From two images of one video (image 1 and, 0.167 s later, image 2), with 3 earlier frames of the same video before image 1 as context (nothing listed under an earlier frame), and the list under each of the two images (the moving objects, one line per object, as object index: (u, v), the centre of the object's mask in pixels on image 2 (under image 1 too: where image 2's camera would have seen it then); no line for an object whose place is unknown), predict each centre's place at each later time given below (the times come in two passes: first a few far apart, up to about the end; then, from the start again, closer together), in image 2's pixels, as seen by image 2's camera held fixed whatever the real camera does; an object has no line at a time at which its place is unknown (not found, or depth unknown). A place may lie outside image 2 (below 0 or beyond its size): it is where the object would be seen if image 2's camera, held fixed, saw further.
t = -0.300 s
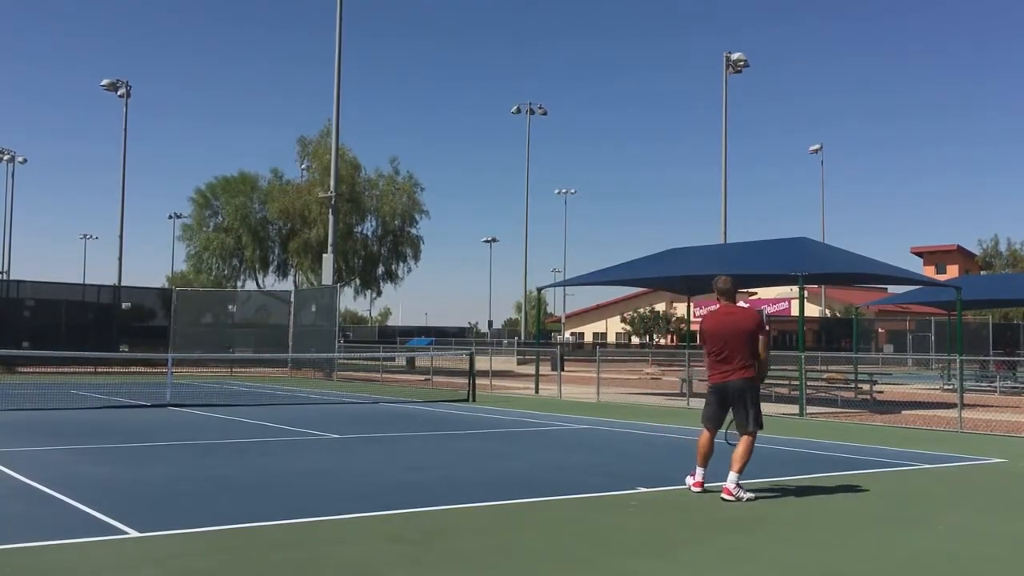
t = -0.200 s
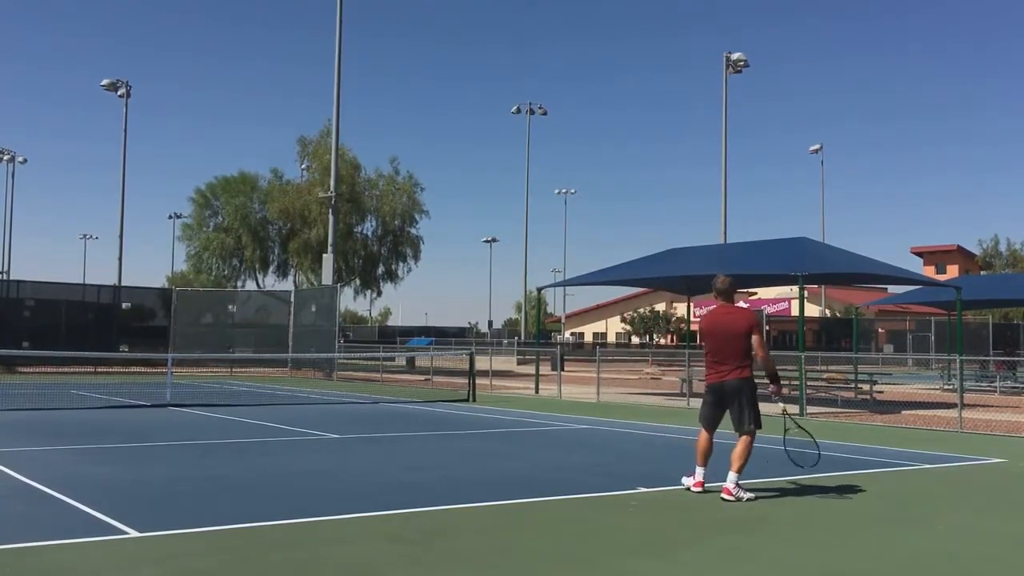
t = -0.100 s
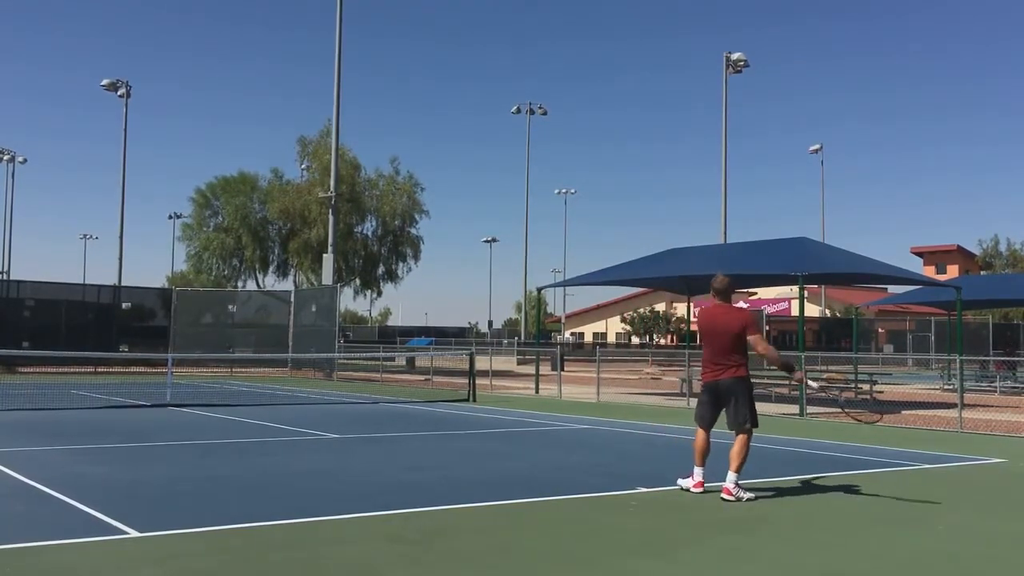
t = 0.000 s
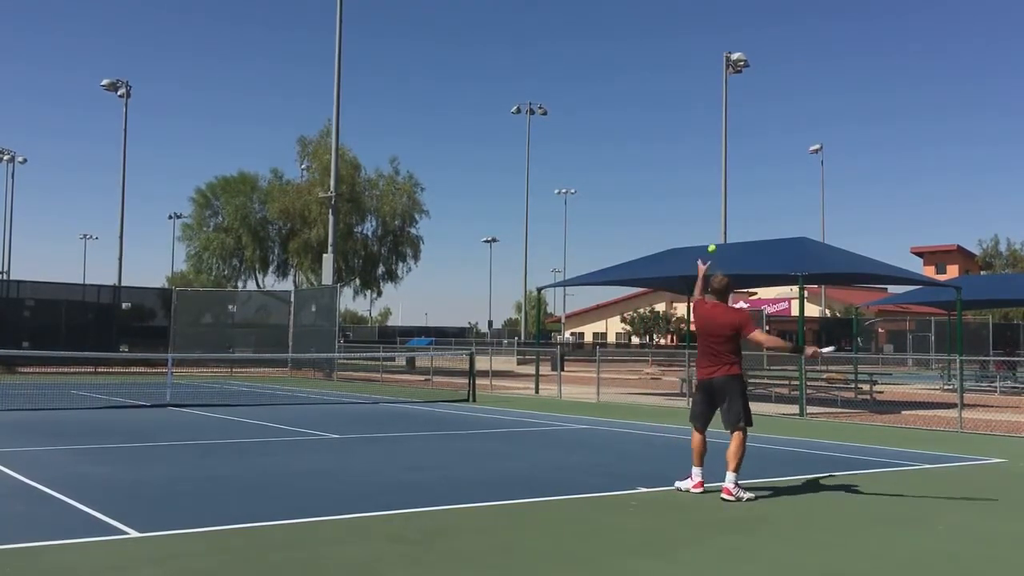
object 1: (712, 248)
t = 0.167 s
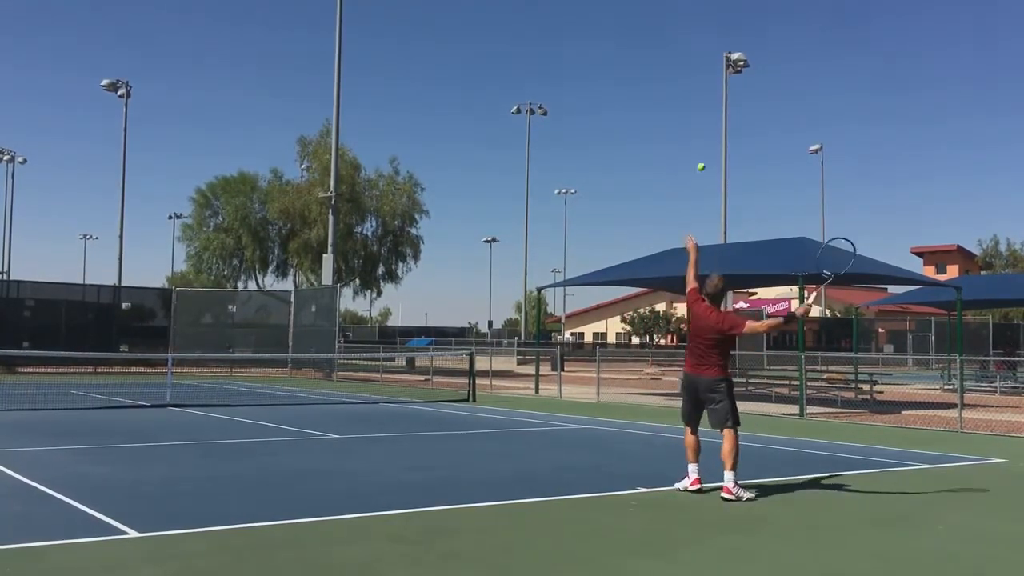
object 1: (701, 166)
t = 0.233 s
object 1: (696, 142)
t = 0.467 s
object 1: (681, 97)
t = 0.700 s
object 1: (665, 113)
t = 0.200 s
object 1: (699, 154)
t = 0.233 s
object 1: (696, 142)
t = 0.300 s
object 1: (692, 122)
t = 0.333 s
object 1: (689, 115)
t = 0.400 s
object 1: (685, 104)
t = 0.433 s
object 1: (683, 100)
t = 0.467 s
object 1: (681, 97)
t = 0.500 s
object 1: (679, 96)
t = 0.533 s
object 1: (677, 96)
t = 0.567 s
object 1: (674, 97)
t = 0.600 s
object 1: (672, 99)
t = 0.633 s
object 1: (670, 103)
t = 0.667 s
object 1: (667, 107)
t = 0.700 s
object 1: (665, 113)
